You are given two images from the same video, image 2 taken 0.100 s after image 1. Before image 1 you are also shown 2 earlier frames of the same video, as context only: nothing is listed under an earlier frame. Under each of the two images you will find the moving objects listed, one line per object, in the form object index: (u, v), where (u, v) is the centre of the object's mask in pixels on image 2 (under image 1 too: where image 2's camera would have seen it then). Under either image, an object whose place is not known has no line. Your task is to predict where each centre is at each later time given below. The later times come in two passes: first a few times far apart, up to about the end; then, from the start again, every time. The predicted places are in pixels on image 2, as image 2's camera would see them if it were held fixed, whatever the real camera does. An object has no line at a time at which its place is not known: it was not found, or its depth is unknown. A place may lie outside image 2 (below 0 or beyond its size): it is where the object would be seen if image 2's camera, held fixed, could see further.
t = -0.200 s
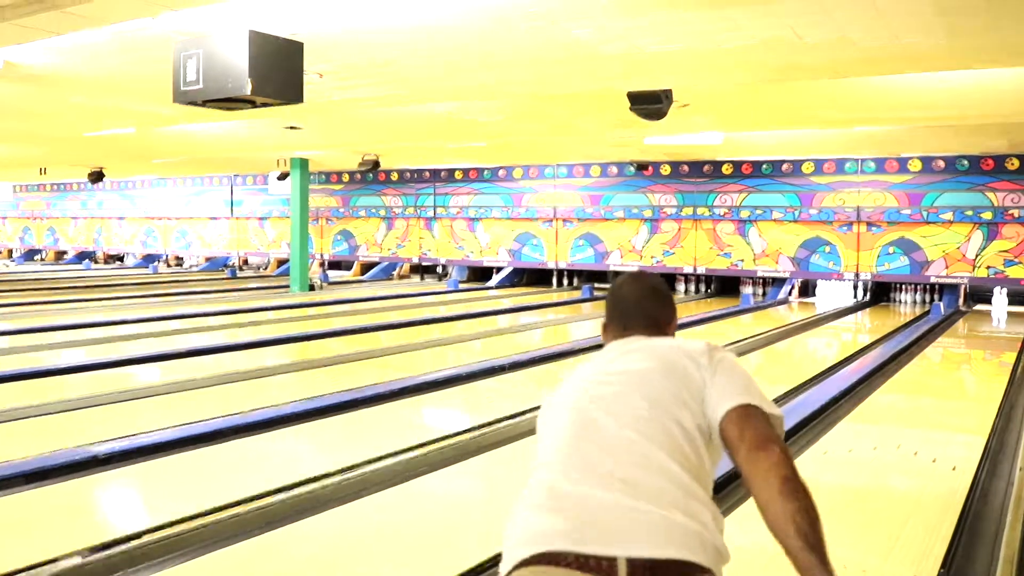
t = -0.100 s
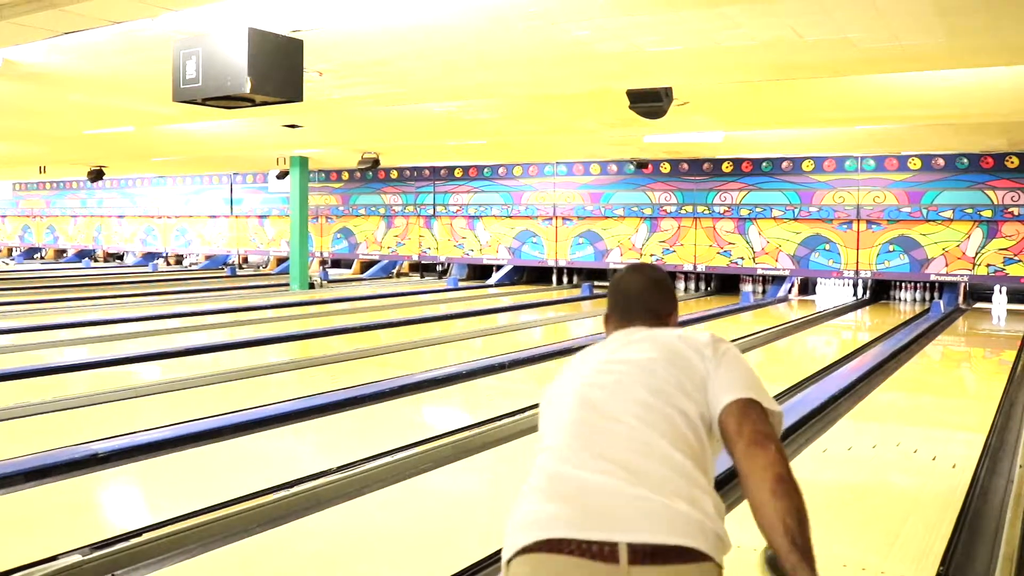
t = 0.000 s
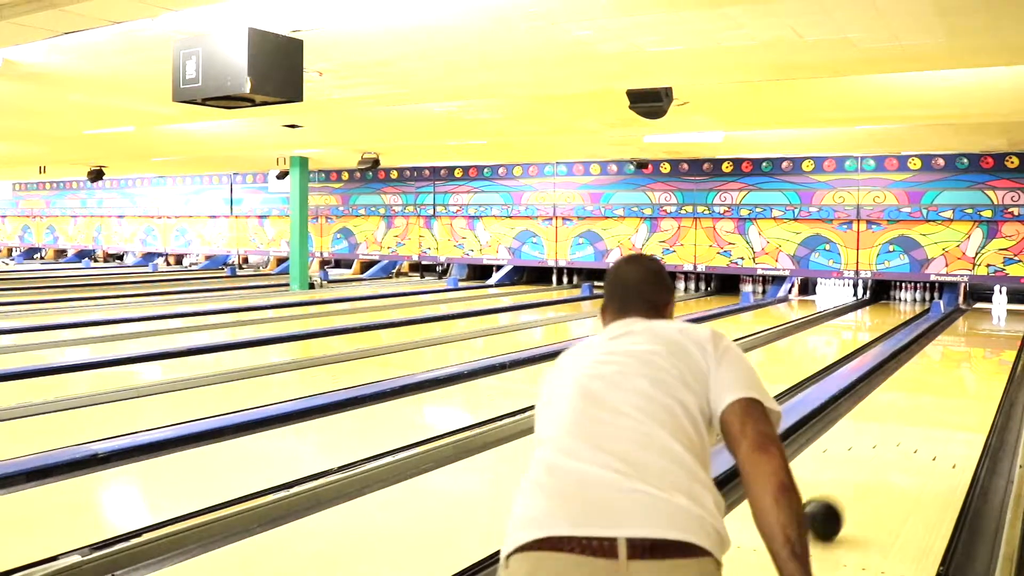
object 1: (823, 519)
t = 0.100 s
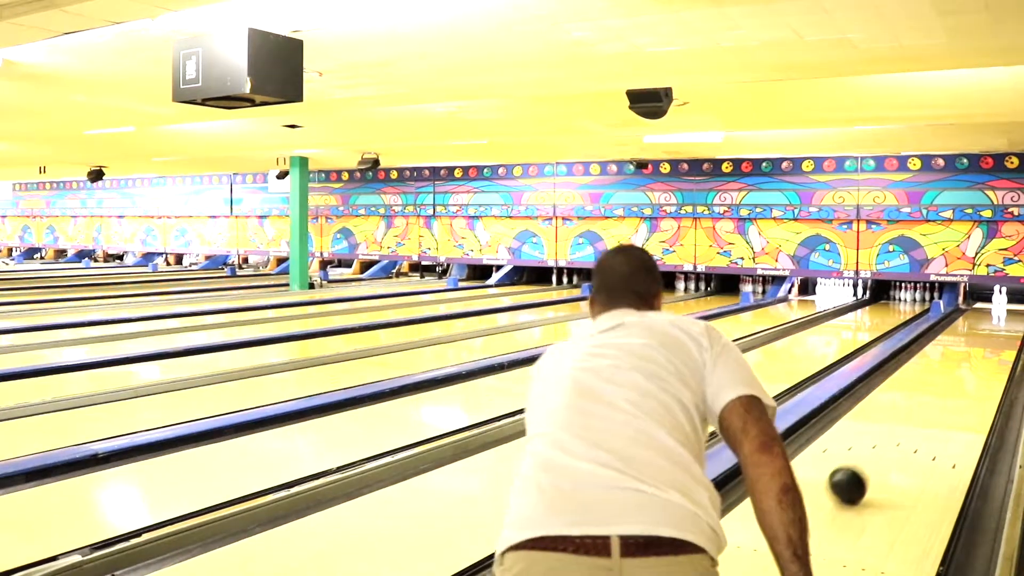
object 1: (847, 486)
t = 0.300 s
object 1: (885, 438)
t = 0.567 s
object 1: (916, 397)
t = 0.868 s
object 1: (940, 367)
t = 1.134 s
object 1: (954, 349)
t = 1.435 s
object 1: (967, 334)
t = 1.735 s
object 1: (976, 322)
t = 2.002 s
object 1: (983, 314)
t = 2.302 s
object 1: (988, 307)
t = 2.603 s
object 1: (993, 302)
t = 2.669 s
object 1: (993, 300)
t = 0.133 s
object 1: (855, 476)
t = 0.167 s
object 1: (862, 467)
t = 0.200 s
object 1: (869, 459)
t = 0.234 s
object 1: (874, 452)
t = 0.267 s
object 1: (880, 445)
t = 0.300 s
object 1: (885, 438)
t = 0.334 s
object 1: (890, 432)
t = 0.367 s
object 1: (894, 426)
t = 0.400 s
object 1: (898, 421)
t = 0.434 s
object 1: (902, 416)
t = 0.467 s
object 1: (906, 410)
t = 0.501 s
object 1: (910, 405)
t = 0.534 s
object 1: (913, 401)
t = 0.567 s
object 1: (916, 397)
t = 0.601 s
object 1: (919, 393)
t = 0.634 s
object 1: (922, 389)
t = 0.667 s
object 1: (925, 385)
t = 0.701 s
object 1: (928, 382)
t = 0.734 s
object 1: (930, 379)
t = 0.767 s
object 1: (933, 375)
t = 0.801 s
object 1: (935, 372)
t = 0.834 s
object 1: (938, 369)
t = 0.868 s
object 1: (940, 367)
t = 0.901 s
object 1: (942, 364)
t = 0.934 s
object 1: (944, 362)
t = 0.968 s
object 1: (946, 359)
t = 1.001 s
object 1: (948, 357)
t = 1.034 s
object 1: (949, 355)
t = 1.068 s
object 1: (951, 353)
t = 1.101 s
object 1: (953, 351)
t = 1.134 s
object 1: (954, 349)
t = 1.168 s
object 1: (956, 347)
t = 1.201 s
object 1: (958, 345)
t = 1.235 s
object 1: (959, 343)
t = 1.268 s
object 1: (960, 341)
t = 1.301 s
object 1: (962, 340)
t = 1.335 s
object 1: (963, 338)
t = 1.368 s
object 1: (964, 337)
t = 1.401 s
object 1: (965, 335)
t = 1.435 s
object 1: (967, 334)
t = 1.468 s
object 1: (968, 332)
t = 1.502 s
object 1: (969, 331)
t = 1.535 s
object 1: (970, 330)
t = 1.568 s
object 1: (971, 328)
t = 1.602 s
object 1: (972, 327)
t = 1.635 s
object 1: (973, 326)
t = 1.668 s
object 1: (974, 324)
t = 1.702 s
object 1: (975, 323)
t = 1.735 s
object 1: (976, 322)
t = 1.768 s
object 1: (977, 321)
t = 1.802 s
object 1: (978, 320)
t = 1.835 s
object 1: (979, 319)
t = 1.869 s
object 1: (980, 318)
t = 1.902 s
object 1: (981, 317)
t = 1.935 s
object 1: (982, 316)
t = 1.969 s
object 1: (982, 315)
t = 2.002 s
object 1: (983, 314)
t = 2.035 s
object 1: (983, 313)
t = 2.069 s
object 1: (984, 313)
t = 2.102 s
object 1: (985, 312)
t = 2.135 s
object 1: (986, 311)
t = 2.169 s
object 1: (986, 310)
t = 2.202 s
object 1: (987, 309)
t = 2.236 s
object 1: (987, 308)
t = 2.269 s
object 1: (988, 308)
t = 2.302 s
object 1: (988, 307)
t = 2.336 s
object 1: (989, 307)
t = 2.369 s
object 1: (990, 306)
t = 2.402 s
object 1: (990, 305)
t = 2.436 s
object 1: (991, 305)
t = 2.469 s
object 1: (991, 304)
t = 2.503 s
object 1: (992, 304)
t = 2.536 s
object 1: (993, 303)
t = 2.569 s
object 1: (993, 302)
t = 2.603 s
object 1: (993, 302)
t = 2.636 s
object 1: (993, 301)
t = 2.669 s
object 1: (993, 300)
